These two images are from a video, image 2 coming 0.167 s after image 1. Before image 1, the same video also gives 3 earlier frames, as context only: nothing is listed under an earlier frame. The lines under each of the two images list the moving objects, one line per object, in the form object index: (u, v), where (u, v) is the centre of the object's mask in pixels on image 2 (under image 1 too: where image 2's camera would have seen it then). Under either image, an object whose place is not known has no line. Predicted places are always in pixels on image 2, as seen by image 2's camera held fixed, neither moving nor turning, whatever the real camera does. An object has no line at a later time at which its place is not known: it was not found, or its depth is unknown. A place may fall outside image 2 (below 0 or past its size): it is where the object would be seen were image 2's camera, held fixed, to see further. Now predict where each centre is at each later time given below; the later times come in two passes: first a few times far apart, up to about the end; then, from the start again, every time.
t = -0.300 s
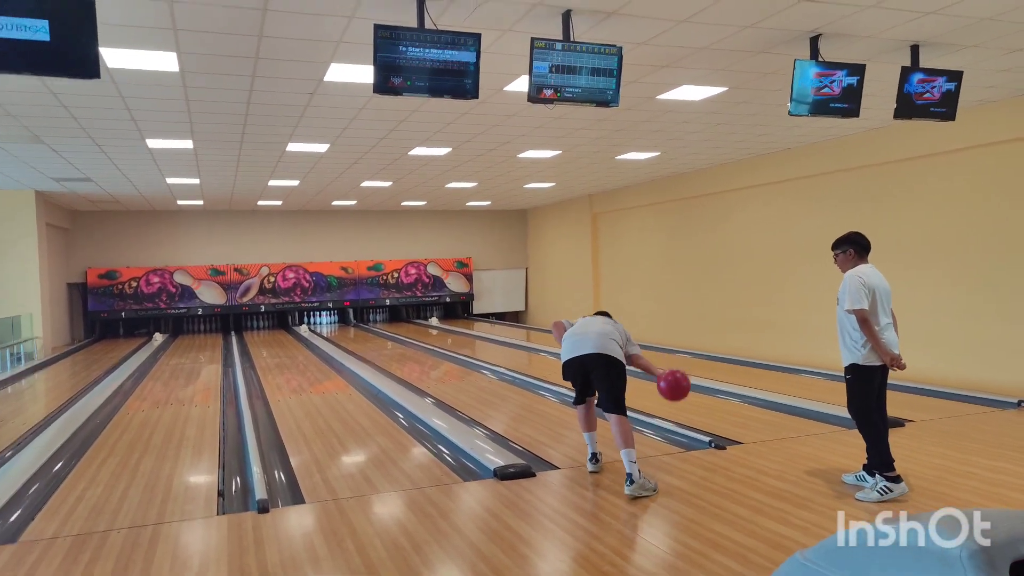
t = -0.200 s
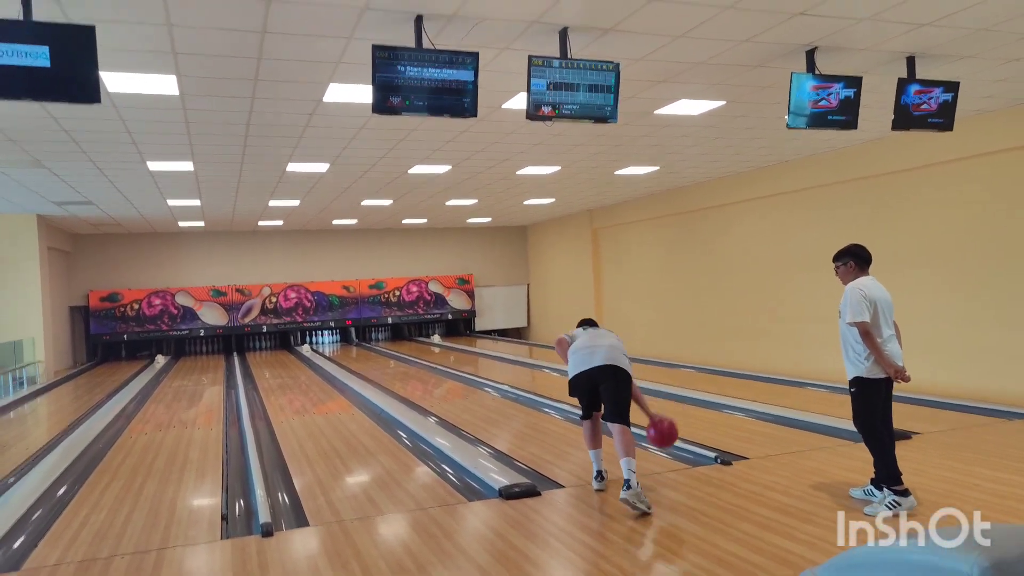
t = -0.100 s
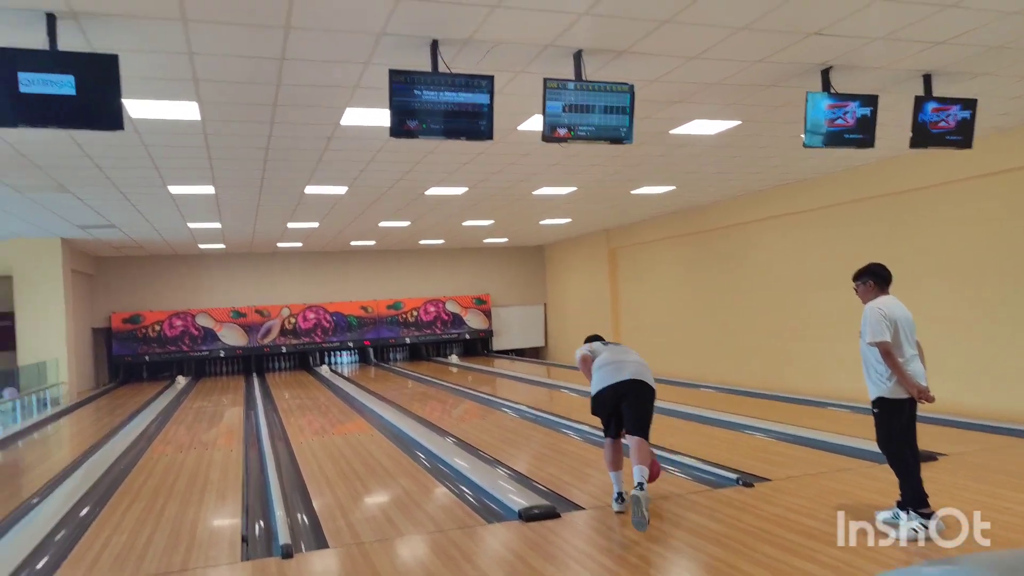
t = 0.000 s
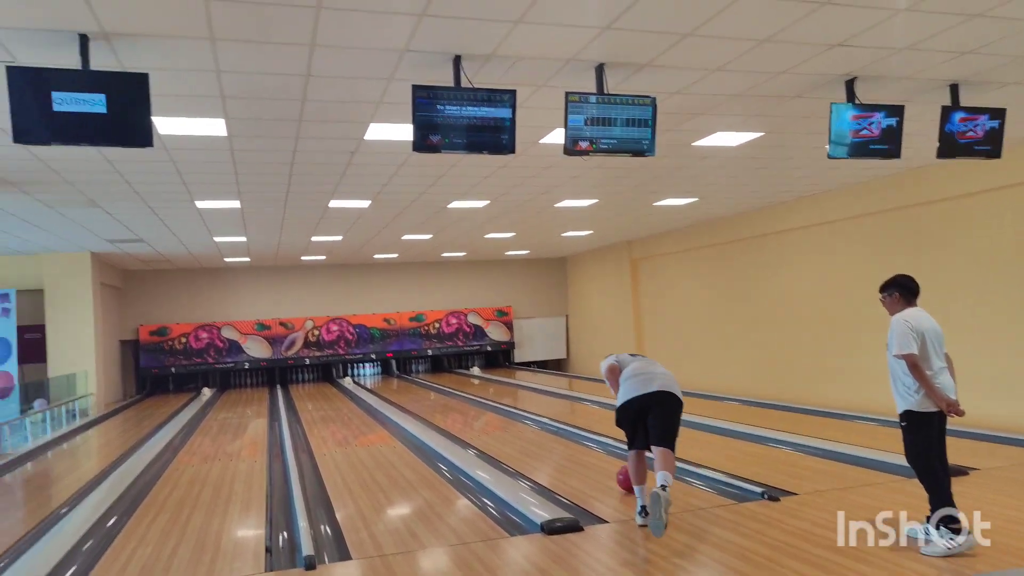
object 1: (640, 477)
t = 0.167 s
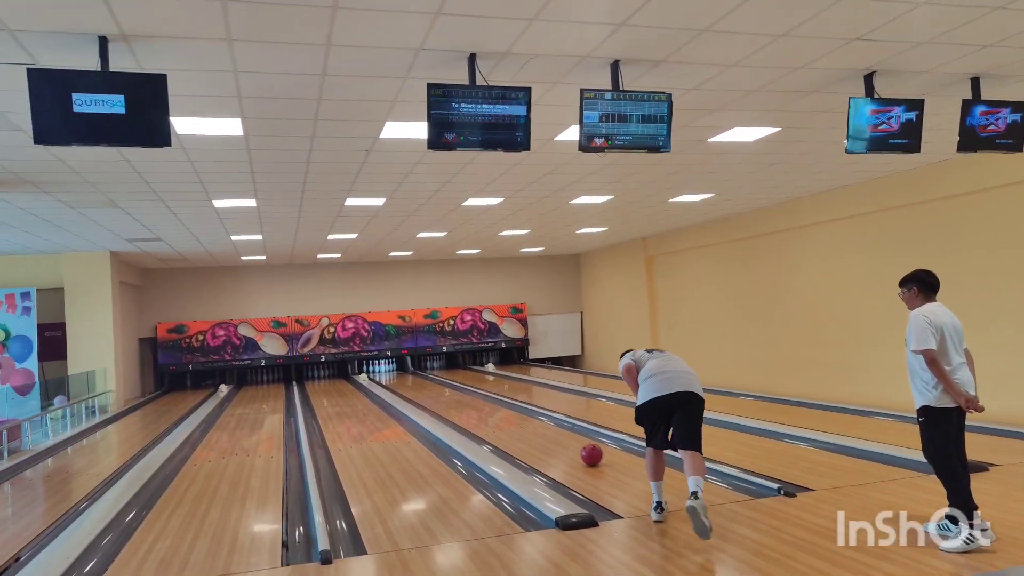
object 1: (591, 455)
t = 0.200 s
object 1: (583, 451)
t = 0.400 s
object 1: (539, 433)
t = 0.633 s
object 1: (502, 419)
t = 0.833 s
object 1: (477, 412)
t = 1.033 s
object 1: (457, 405)
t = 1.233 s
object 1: (443, 398)
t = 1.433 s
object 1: (431, 393)
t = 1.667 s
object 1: (422, 388)
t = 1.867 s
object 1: (415, 384)
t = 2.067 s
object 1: (407, 380)
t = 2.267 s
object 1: (400, 378)
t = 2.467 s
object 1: (393, 376)
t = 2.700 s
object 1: (387, 373)
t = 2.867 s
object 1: (383, 372)
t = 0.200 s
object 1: (583, 451)
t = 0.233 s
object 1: (575, 448)
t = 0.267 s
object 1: (567, 445)
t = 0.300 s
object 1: (559, 441)
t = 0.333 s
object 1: (552, 438)
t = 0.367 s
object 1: (545, 436)
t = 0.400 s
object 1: (539, 433)
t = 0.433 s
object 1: (533, 431)
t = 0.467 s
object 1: (527, 429)
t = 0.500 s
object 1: (522, 428)
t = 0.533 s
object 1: (517, 425)
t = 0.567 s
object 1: (511, 423)
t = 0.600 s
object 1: (507, 421)
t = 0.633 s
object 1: (502, 419)
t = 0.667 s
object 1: (497, 417)
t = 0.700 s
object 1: (492, 416)
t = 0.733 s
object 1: (488, 415)
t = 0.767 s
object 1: (484, 414)
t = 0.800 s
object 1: (480, 413)
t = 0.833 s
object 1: (477, 412)
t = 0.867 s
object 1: (473, 411)
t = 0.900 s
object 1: (470, 409)
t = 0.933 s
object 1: (466, 408)
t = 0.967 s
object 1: (463, 406)
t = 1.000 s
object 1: (460, 406)
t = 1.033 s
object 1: (457, 405)
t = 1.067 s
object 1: (455, 404)
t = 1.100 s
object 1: (453, 403)
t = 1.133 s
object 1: (450, 401)
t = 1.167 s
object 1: (448, 400)
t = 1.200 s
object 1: (445, 399)
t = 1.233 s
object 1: (443, 398)
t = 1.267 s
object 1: (441, 397)
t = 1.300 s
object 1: (439, 396)
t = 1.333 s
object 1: (437, 395)
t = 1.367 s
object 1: (435, 395)
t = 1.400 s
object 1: (433, 394)
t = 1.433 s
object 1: (431, 393)
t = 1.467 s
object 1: (430, 392)
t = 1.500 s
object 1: (428, 391)
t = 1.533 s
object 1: (427, 391)
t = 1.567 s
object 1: (425, 390)
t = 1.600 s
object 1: (424, 389)
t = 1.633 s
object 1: (423, 389)
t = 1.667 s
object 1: (422, 388)
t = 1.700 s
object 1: (420, 387)
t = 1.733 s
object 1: (419, 386)
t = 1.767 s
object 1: (418, 386)
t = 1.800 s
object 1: (417, 385)
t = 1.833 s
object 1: (416, 384)
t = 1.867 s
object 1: (415, 384)
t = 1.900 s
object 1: (413, 383)
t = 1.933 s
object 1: (412, 383)
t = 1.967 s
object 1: (411, 382)
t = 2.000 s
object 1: (410, 382)
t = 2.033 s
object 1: (409, 381)
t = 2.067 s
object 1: (407, 380)
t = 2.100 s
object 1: (406, 380)
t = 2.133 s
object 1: (405, 380)
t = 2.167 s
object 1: (404, 379)
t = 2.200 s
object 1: (403, 379)
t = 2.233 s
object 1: (402, 378)
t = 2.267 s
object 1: (400, 378)
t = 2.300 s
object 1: (399, 378)
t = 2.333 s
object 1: (398, 377)
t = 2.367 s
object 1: (397, 376)
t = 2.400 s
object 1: (396, 376)
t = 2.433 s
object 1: (394, 376)
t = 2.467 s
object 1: (393, 376)
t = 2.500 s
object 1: (393, 375)
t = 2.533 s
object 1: (392, 375)
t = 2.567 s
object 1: (391, 375)
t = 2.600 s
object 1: (390, 374)
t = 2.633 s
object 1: (389, 374)
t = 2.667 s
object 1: (388, 373)
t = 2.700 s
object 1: (387, 373)
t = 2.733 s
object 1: (386, 372)
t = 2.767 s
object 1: (385, 372)
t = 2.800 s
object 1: (384, 372)
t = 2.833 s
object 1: (383, 371)
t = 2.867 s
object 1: (383, 372)
